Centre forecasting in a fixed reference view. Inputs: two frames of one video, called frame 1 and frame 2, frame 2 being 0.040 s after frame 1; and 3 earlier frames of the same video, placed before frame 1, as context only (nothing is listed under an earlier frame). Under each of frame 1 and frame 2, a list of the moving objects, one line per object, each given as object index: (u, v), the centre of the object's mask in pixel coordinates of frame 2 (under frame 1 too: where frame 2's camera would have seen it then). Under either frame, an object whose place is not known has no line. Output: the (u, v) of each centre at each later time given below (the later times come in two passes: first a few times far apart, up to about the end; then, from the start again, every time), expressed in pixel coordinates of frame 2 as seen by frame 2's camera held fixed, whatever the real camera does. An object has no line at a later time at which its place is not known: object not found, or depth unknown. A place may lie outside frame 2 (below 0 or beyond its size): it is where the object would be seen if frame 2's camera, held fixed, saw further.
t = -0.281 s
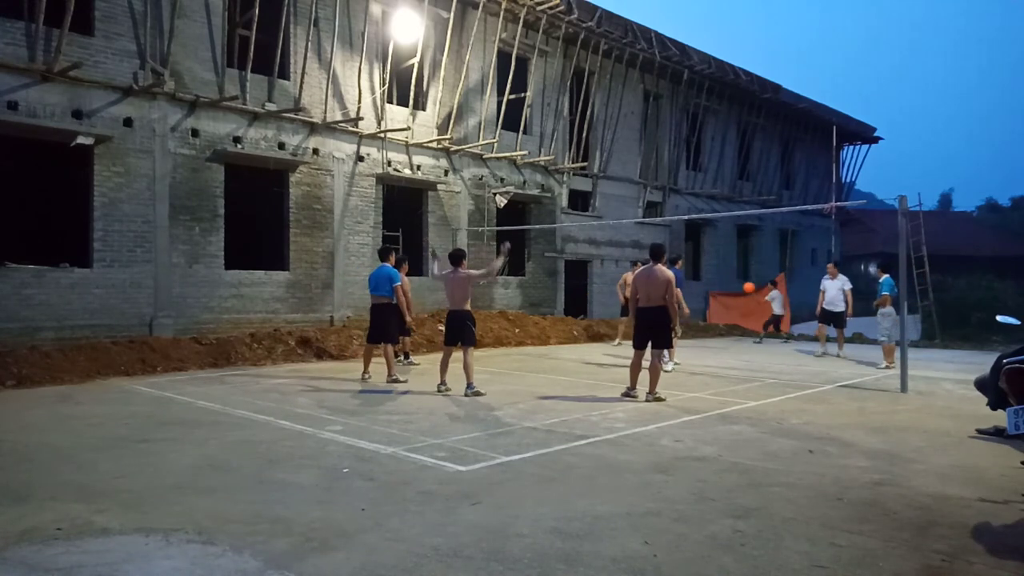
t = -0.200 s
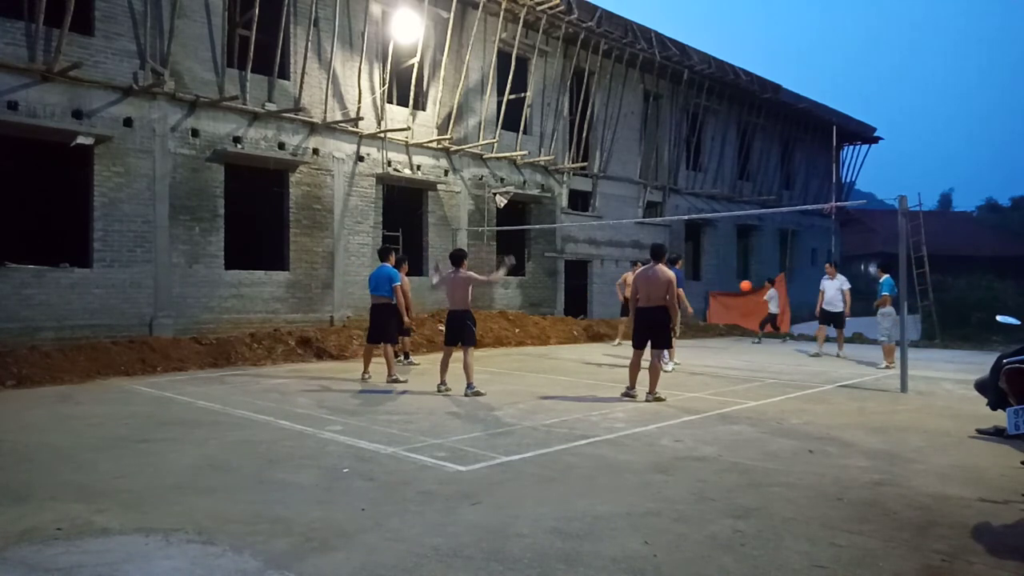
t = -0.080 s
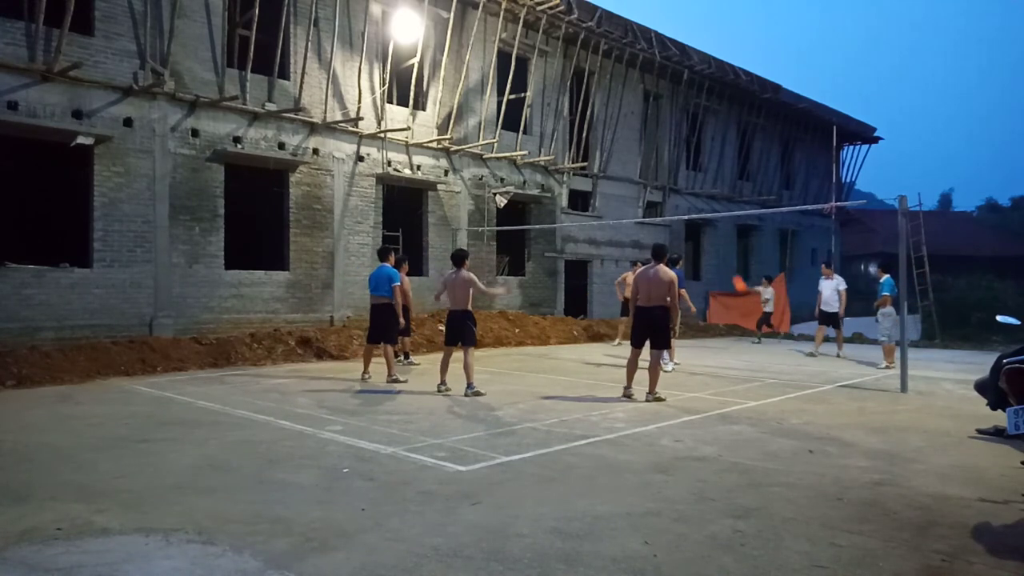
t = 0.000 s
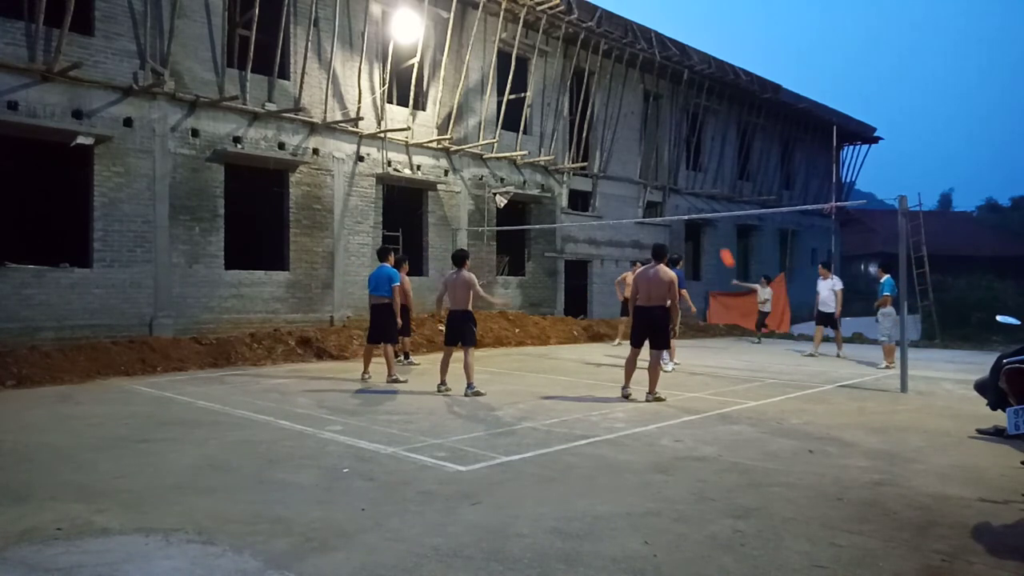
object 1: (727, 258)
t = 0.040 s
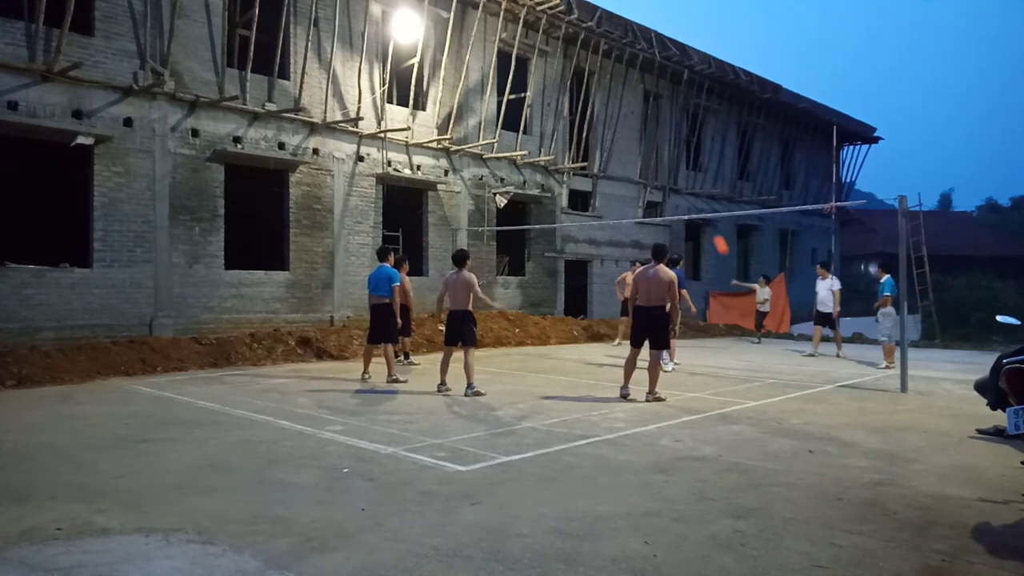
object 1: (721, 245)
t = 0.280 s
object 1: (679, 177)
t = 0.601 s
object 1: (618, 126)
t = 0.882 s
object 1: (559, 128)
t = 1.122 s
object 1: (501, 174)
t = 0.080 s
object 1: (714, 232)
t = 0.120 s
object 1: (708, 220)
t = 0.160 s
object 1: (699, 207)
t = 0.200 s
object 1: (693, 197)
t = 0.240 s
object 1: (686, 187)
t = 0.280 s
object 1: (679, 177)
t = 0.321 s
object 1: (671, 168)
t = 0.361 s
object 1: (664, 160)
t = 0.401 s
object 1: (657, 152)
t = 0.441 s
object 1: (649, 146)
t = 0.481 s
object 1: (642, 140)
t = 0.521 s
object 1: (634, 134)
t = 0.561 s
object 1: (626, 130)
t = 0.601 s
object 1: (618, 126)
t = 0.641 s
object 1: (610, 124)
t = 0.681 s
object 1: (602, 122)
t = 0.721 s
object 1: (594, 121)
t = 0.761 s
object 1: (586, 121)
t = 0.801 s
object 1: (577, 122)
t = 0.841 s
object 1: (568, 124)
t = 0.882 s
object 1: (559, 128)
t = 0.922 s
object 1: (550, 132)
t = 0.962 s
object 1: (540, 138)
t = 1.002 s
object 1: (531, 145)
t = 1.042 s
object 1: (521, 153)
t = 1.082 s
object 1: (511, 163)
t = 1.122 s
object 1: (501, 174)
